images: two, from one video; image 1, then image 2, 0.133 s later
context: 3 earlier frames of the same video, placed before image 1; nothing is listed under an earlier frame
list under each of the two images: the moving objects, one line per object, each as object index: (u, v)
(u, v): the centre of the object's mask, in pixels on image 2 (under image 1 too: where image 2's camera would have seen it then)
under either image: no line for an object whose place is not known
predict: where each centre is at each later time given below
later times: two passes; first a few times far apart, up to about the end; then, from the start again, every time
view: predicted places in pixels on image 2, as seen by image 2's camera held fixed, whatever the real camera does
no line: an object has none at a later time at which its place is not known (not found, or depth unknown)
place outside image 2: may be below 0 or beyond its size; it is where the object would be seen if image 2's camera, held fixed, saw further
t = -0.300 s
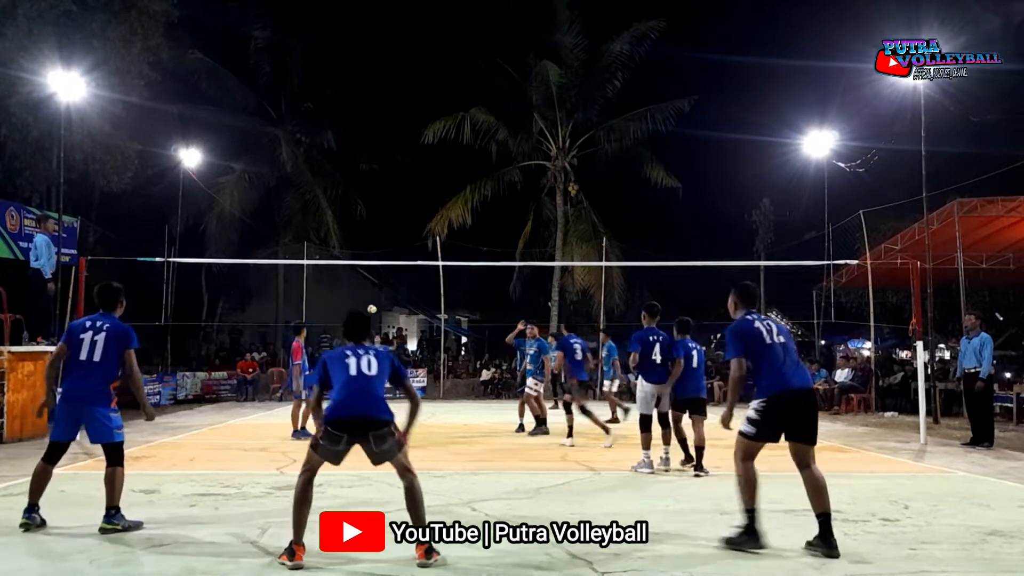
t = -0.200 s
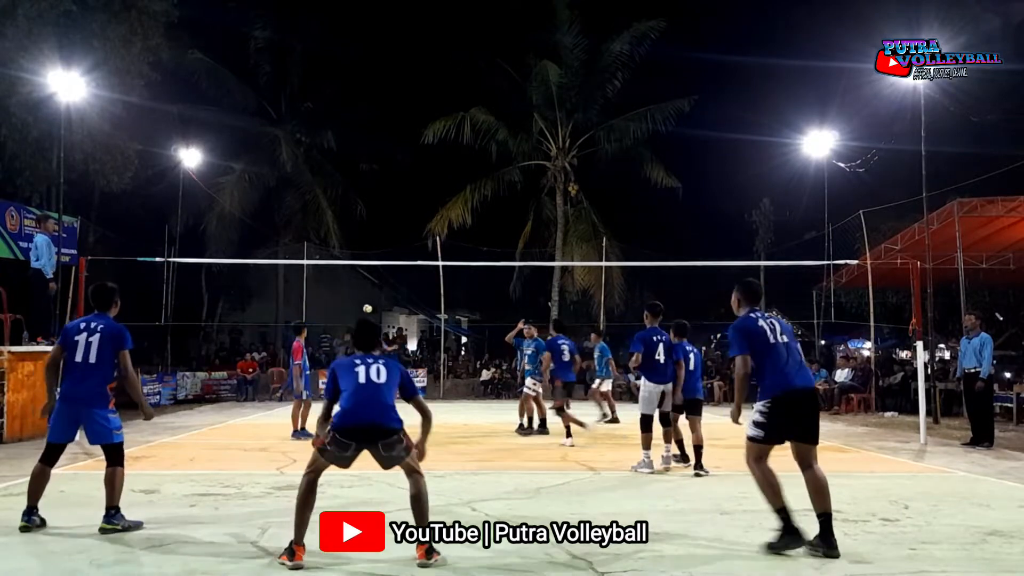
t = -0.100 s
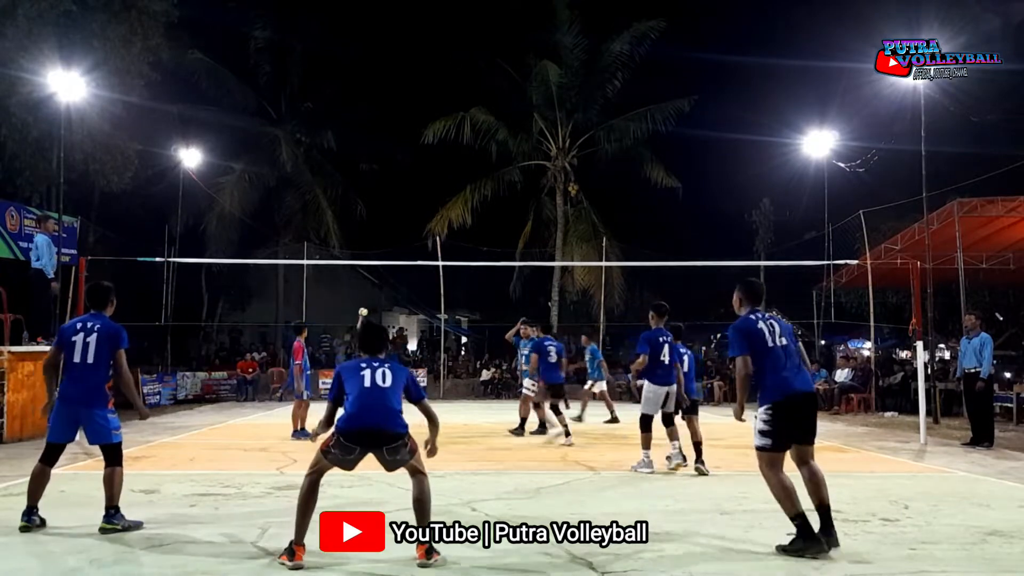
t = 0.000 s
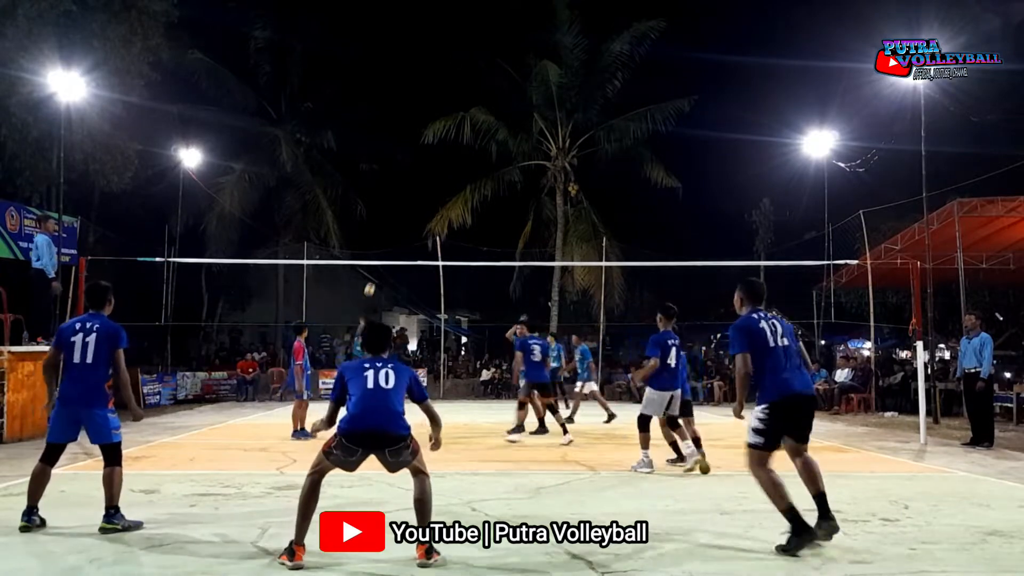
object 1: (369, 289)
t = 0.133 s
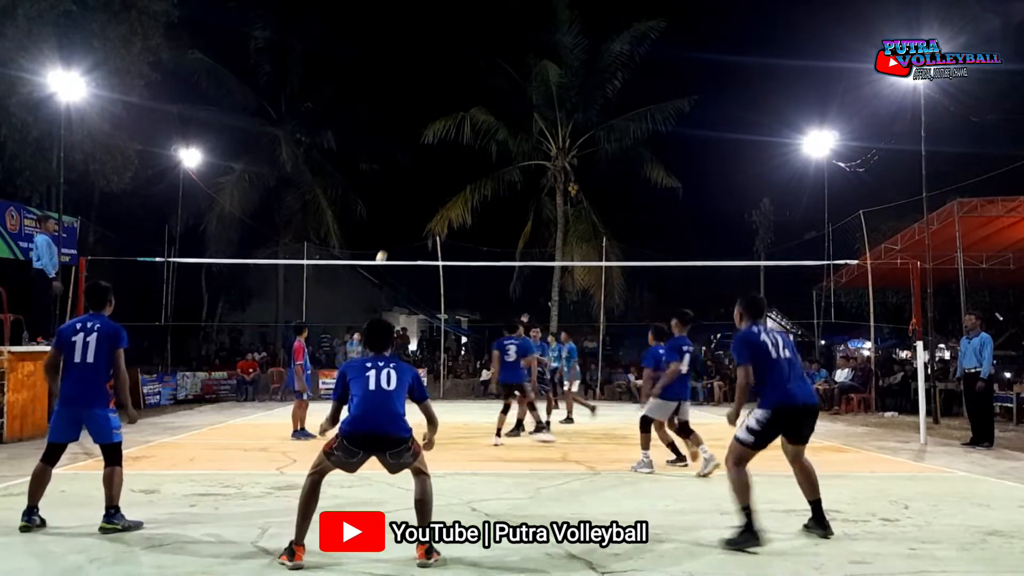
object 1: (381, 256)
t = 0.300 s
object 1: (399, 222)
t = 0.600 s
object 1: (434, 177)
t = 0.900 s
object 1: (480, 176)
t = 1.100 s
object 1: (526, 219)
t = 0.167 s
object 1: (384, 250)
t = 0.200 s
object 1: (388, 242)
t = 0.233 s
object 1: (391, 235)
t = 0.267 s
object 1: (395, 228)
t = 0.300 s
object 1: (399, 222)
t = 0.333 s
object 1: (403, 215)
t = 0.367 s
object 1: (407, 209)
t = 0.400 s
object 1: (410, 204)
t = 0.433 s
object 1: (414, 198)
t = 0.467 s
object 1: (418, 193)
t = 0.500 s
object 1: (422, 189)
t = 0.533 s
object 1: (426, 185)
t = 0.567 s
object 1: (430, 181)
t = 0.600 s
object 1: (434, 177)
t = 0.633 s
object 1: (438, 174)
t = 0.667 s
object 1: (443, 172)
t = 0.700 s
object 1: (447, 170)
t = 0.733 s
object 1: (452, 169)
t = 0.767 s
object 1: (457, 168)
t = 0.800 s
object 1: (462, 169)
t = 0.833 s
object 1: (468, 170)
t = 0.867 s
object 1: (474, 172)
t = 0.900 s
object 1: (480, 176)
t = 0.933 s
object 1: (487, 180)
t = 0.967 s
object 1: (495, 185)
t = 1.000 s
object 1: (502, 192)
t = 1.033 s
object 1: (510, 200)
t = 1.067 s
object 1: (518, 209)
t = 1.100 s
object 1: (526, 219)
